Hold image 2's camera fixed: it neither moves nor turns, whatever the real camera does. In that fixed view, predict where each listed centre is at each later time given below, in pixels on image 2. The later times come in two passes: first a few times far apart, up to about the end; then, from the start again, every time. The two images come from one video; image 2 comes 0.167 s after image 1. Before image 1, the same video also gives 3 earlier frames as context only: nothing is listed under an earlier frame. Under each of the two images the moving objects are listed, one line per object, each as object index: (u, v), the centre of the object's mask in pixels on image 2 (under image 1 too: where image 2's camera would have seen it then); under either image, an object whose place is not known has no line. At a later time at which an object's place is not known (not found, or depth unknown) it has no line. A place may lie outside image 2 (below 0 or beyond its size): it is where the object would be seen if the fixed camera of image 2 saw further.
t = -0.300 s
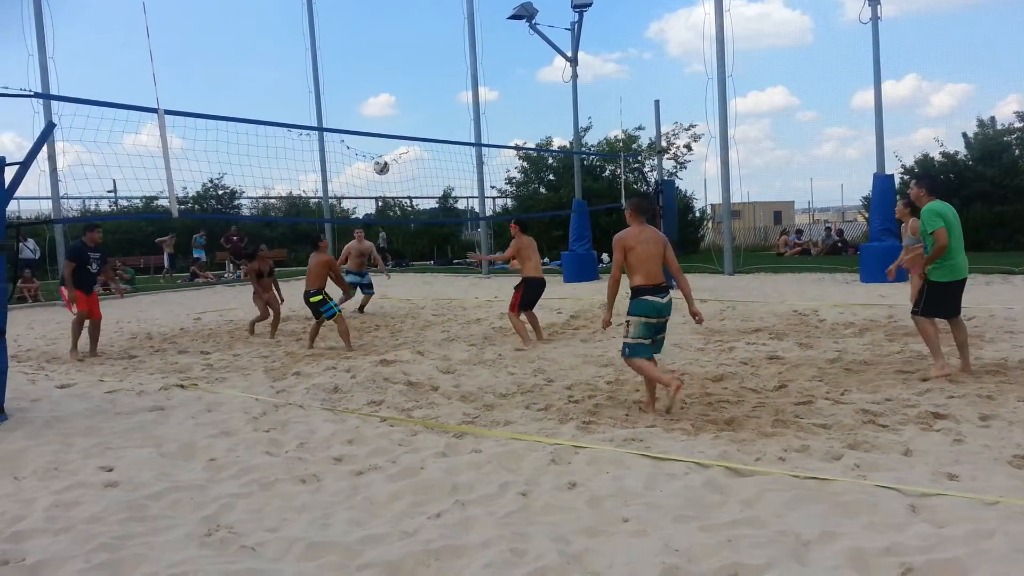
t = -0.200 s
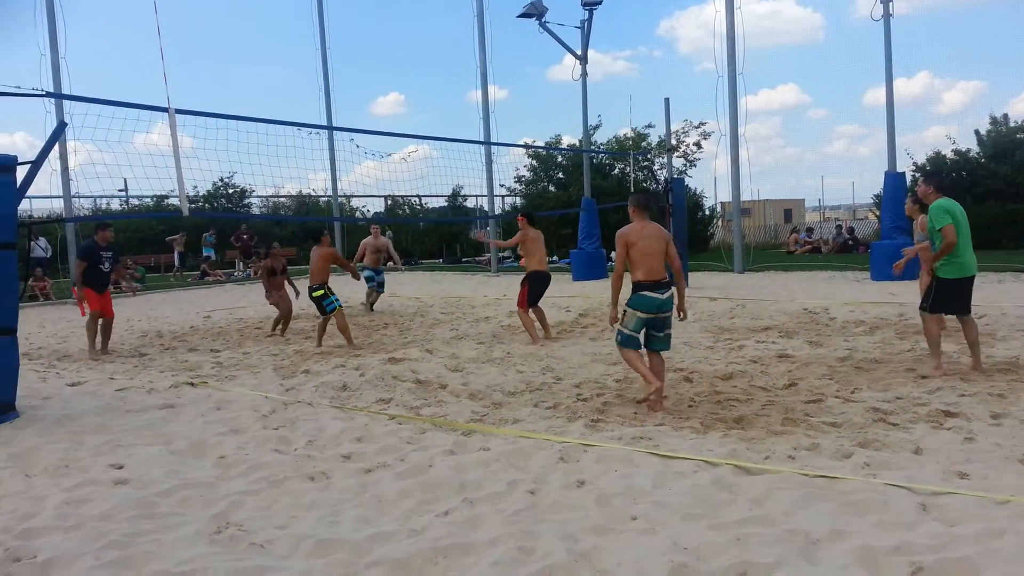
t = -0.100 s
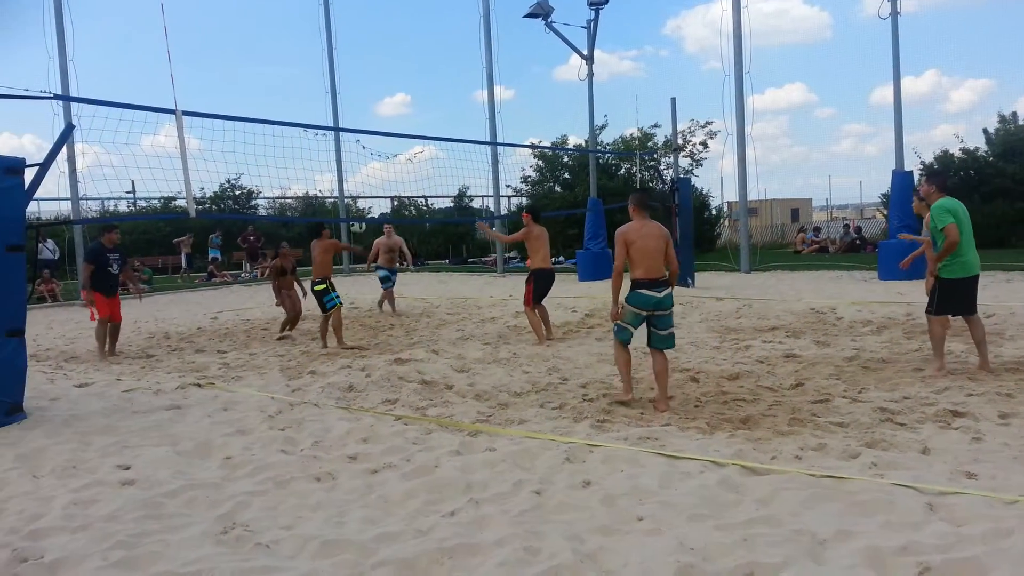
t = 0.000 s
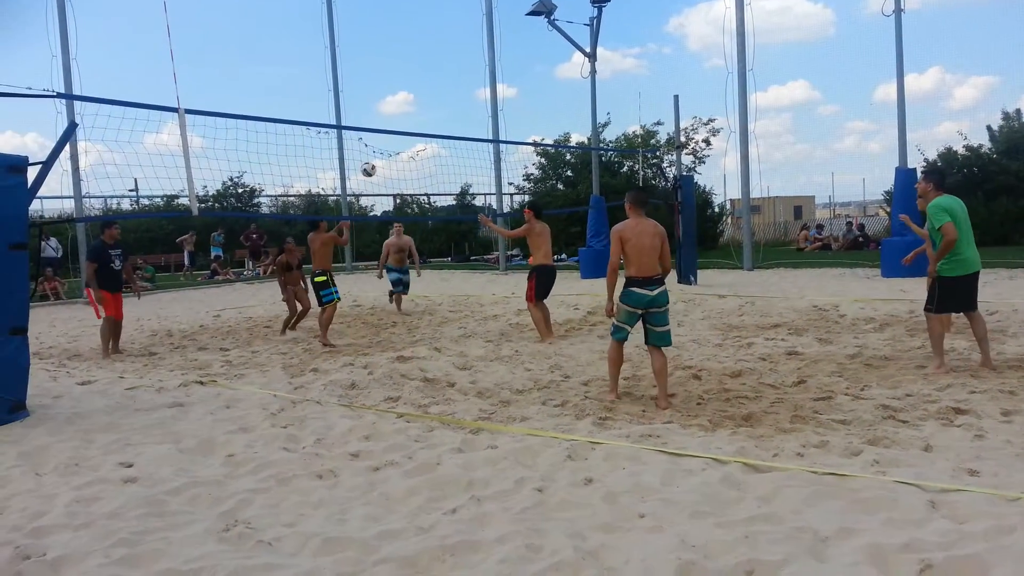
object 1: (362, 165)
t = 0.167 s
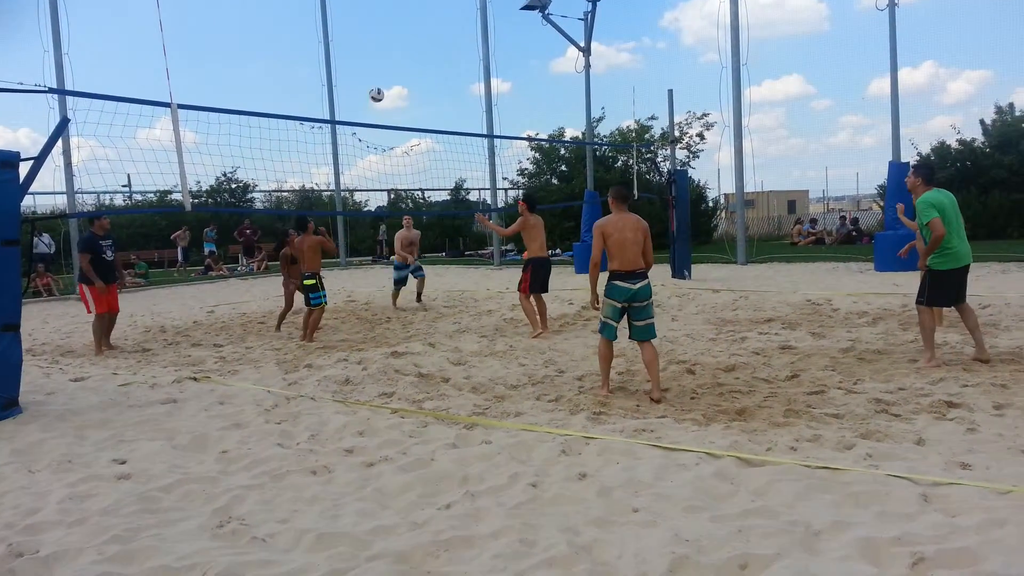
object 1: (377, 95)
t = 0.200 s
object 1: (380, 84)
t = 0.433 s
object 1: (399, 30)
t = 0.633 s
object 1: (416, 17)
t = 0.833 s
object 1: (433, 30)
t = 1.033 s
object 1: (450, 67)
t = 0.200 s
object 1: (380, 84)
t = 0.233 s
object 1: (382, 75)
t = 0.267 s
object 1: (385, 65)
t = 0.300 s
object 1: (388, 56)
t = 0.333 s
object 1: (390, 48)
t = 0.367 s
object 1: (393, 41)
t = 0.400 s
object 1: (396, 35)
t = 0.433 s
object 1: (399, 30)
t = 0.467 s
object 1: (402, 26)
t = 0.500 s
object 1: (405, 24)
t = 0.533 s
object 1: (407, 21)
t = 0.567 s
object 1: (410, 19)
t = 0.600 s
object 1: (413, 18)
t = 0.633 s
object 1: (416, 17)
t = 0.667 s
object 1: (419, 19)
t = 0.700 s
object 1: (422, 20)
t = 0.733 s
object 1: (425, 21)
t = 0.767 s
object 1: (428, 24)
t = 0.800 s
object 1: (430, 27)
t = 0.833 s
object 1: (433, 30)
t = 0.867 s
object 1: (436, 35)
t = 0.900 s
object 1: (438, 41)
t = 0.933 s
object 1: (441, 46)
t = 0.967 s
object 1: (444, 53)
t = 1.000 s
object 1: (447, 60)
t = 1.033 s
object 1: (450, 67)
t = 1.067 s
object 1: (453, 76)
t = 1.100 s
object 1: (456, 86)
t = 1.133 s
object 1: (458, 95)
